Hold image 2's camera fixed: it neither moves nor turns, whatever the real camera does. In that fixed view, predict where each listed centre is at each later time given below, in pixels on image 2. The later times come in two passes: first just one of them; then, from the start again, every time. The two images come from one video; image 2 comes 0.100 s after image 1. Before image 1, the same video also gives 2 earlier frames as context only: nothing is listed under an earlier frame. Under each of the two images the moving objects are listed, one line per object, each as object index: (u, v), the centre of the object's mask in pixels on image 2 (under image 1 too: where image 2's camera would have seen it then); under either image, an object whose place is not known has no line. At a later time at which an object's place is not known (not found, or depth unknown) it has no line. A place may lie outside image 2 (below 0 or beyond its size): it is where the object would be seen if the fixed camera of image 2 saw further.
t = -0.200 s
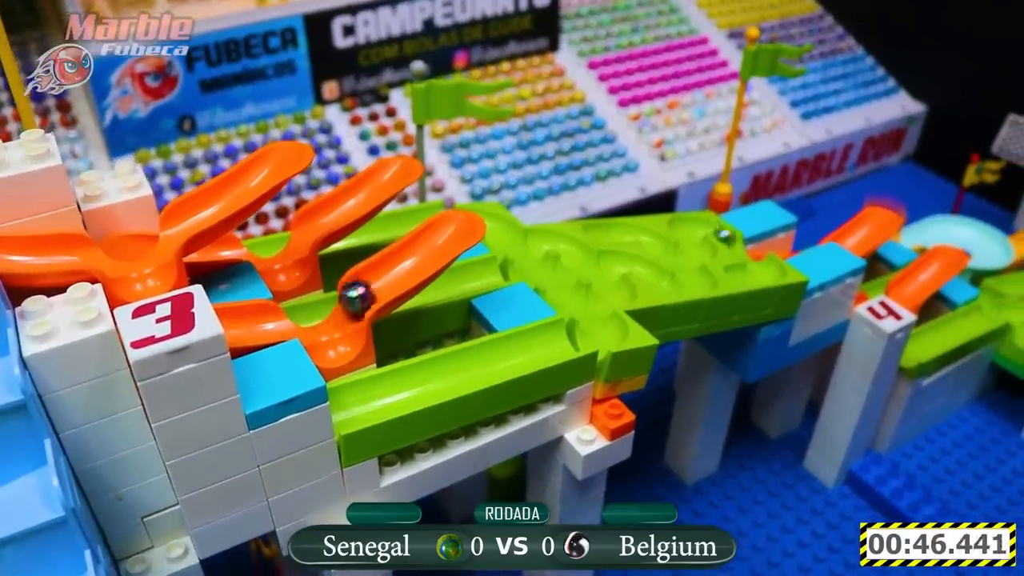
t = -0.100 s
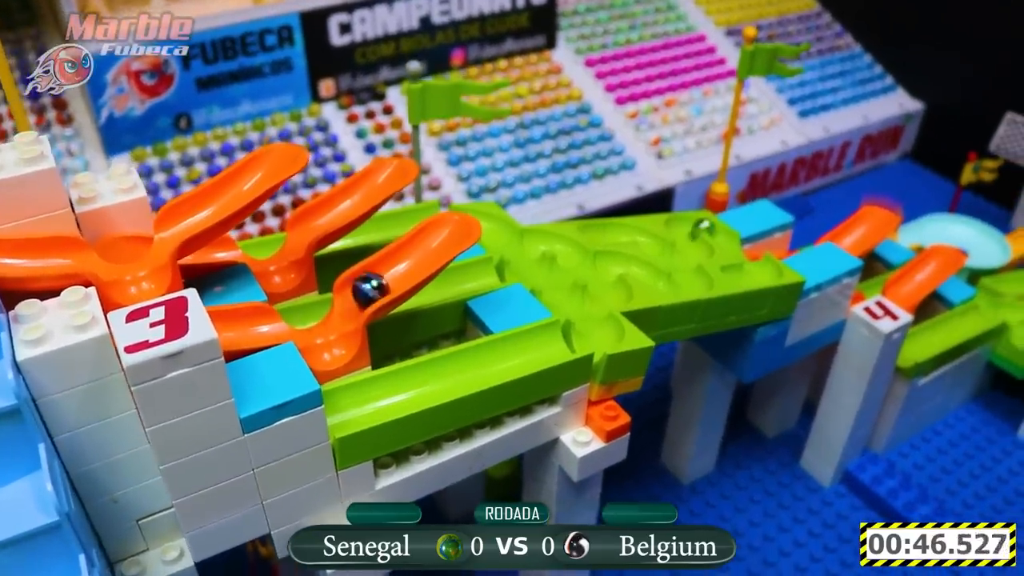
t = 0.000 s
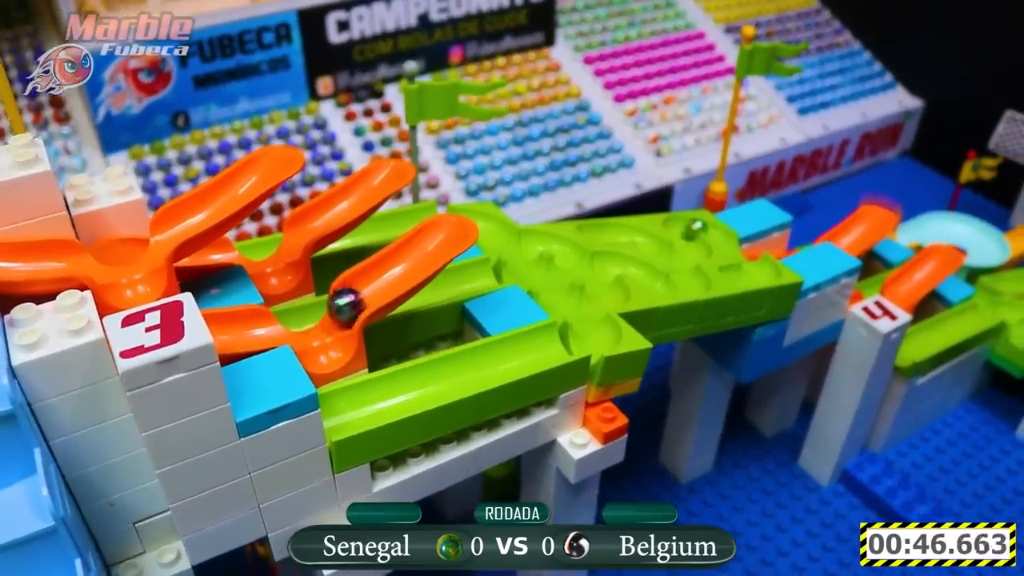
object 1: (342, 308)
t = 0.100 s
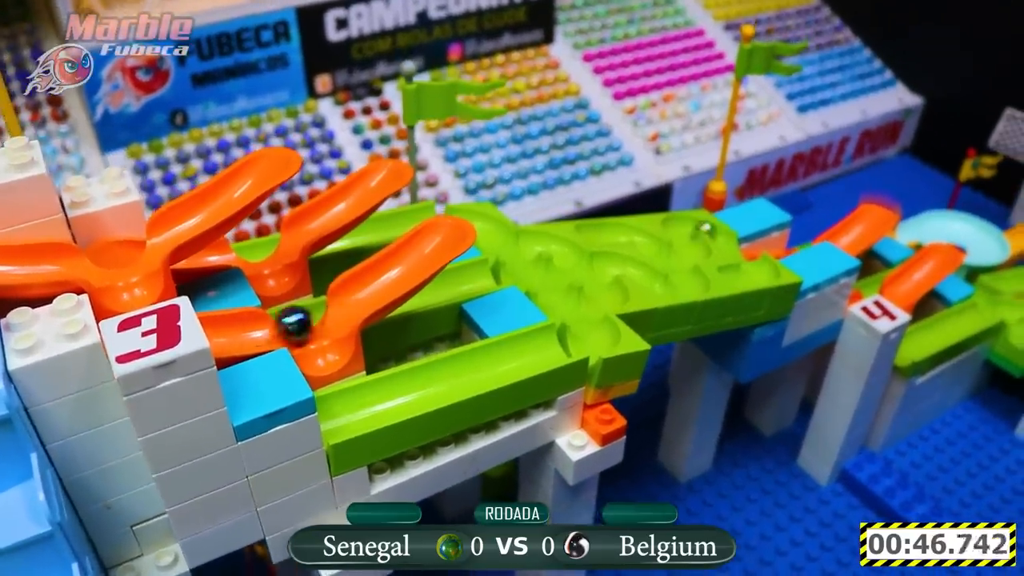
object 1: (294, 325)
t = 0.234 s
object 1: (249, 335)
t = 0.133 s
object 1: (279, 327)
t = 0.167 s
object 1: (266, 332)
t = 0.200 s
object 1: (256, 334)
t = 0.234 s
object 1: (249, 335)
